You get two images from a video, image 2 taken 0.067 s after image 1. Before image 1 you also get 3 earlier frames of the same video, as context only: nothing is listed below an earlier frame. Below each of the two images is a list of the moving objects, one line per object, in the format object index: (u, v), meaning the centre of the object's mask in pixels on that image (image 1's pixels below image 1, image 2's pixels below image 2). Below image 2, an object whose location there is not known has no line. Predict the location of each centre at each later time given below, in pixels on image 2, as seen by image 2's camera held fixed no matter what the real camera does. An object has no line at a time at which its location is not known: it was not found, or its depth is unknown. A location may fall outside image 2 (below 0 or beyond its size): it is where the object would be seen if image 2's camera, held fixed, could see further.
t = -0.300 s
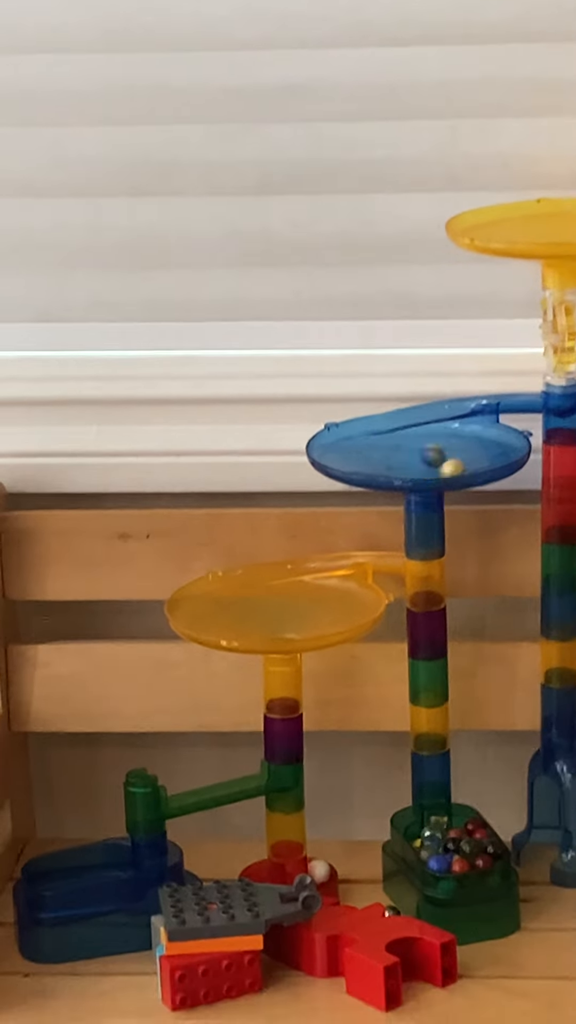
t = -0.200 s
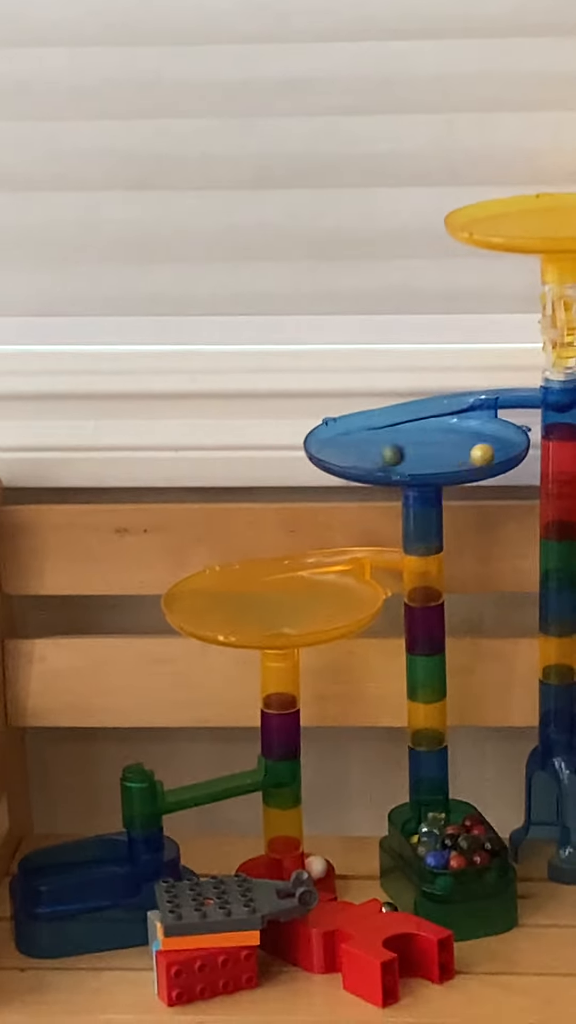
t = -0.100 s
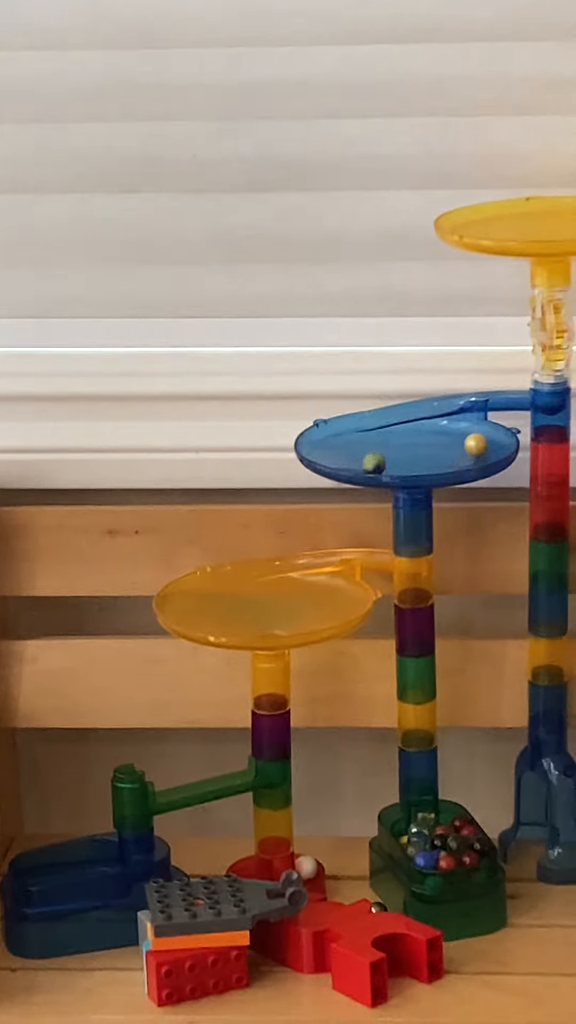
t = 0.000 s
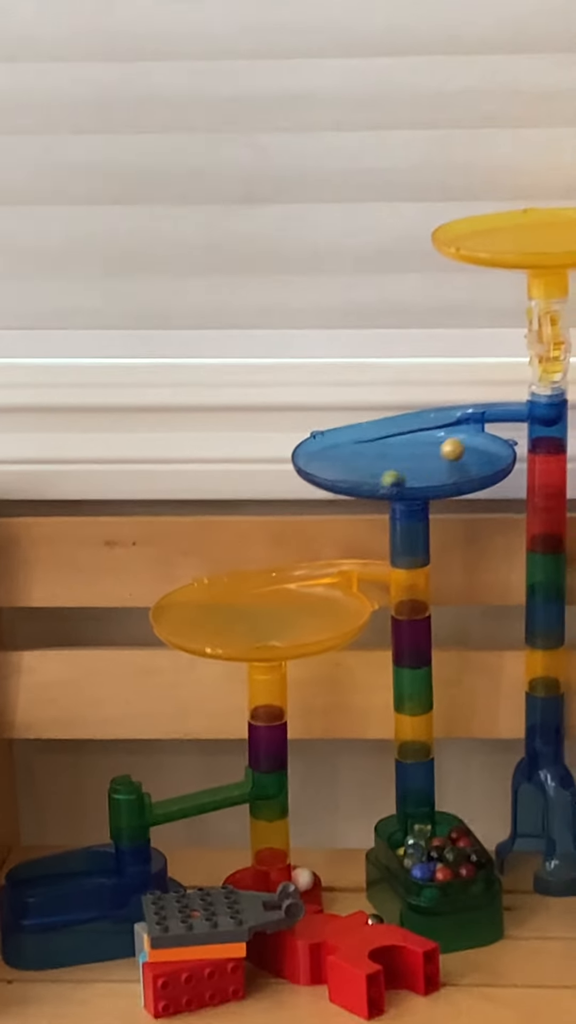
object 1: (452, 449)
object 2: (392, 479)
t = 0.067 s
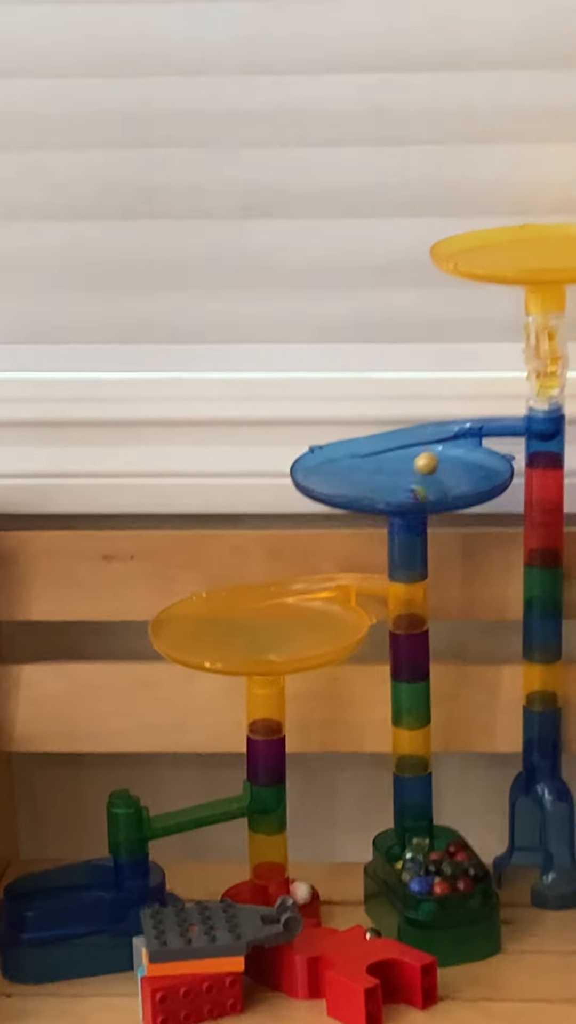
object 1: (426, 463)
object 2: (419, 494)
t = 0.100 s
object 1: (412, 465)
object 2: (427, 493)
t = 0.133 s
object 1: (399, 466)
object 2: (440, 490)
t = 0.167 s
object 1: (386, 469)
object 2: (443, 487)
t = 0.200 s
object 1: (376, 472)
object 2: (443, 482)
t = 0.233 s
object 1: (367, 477)
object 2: (439, 479)
